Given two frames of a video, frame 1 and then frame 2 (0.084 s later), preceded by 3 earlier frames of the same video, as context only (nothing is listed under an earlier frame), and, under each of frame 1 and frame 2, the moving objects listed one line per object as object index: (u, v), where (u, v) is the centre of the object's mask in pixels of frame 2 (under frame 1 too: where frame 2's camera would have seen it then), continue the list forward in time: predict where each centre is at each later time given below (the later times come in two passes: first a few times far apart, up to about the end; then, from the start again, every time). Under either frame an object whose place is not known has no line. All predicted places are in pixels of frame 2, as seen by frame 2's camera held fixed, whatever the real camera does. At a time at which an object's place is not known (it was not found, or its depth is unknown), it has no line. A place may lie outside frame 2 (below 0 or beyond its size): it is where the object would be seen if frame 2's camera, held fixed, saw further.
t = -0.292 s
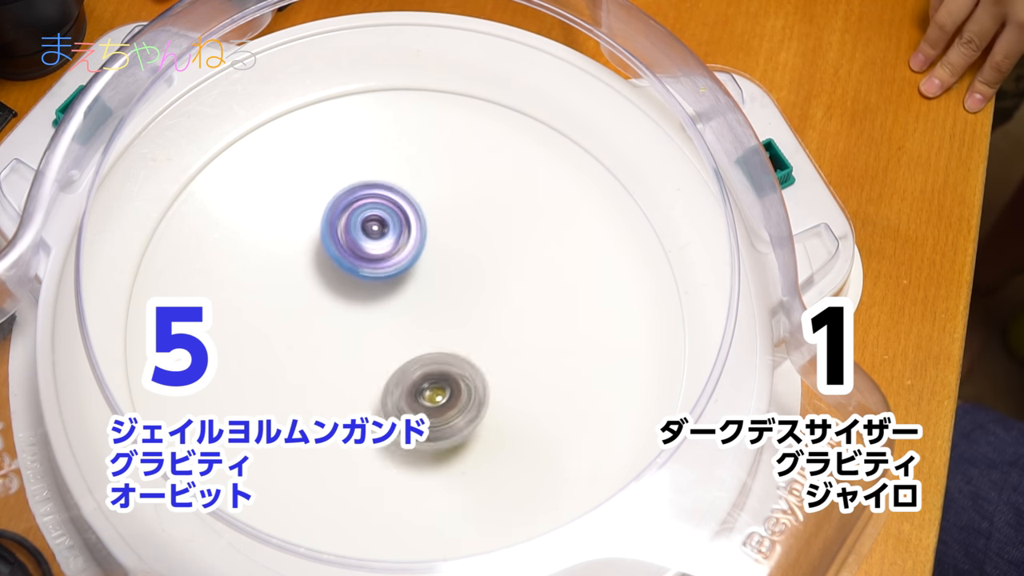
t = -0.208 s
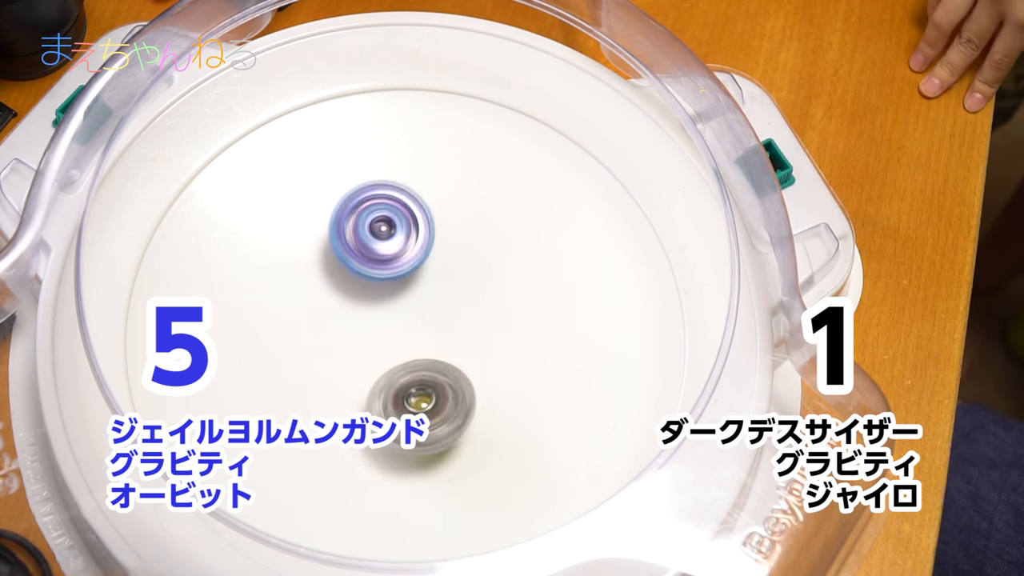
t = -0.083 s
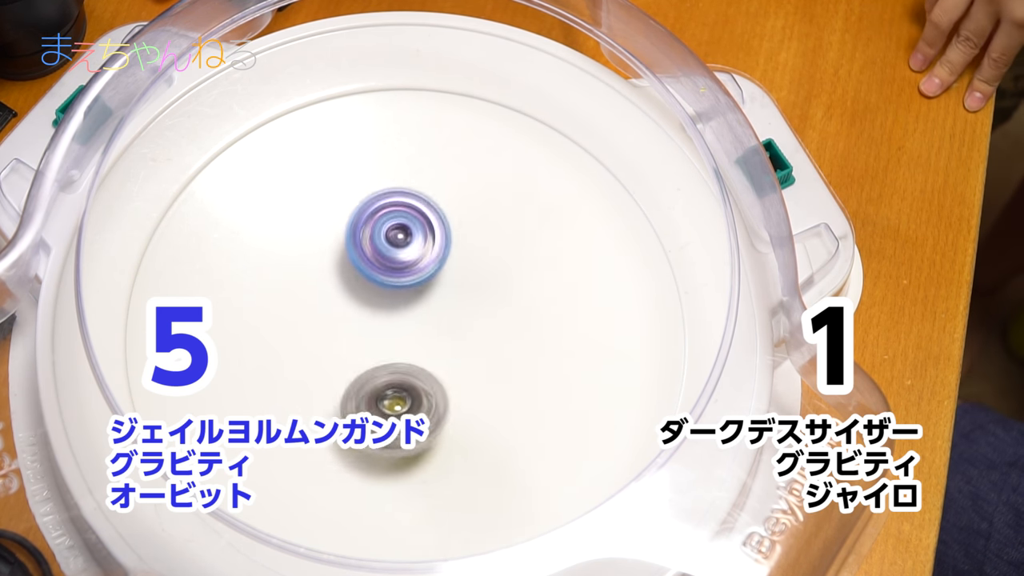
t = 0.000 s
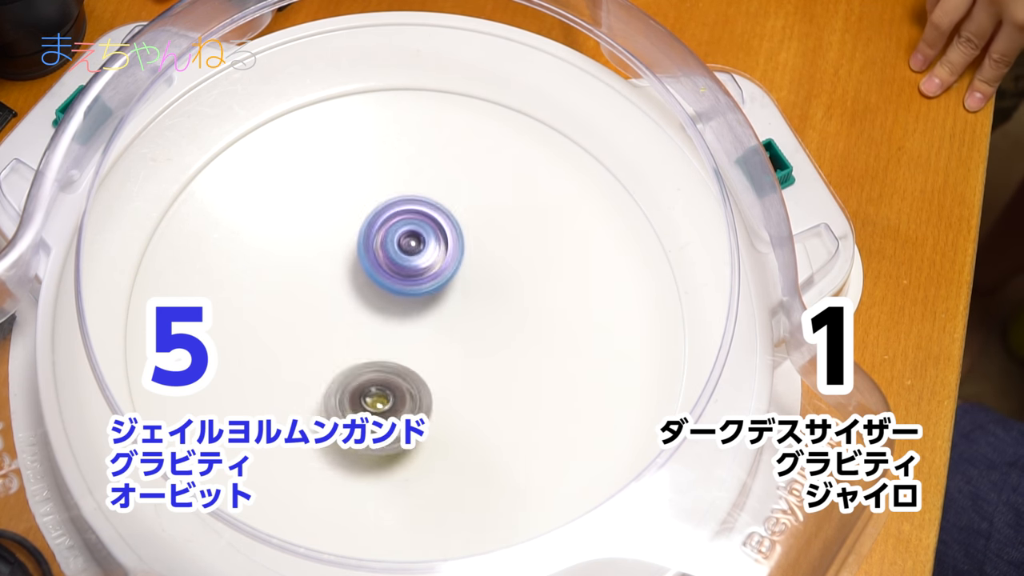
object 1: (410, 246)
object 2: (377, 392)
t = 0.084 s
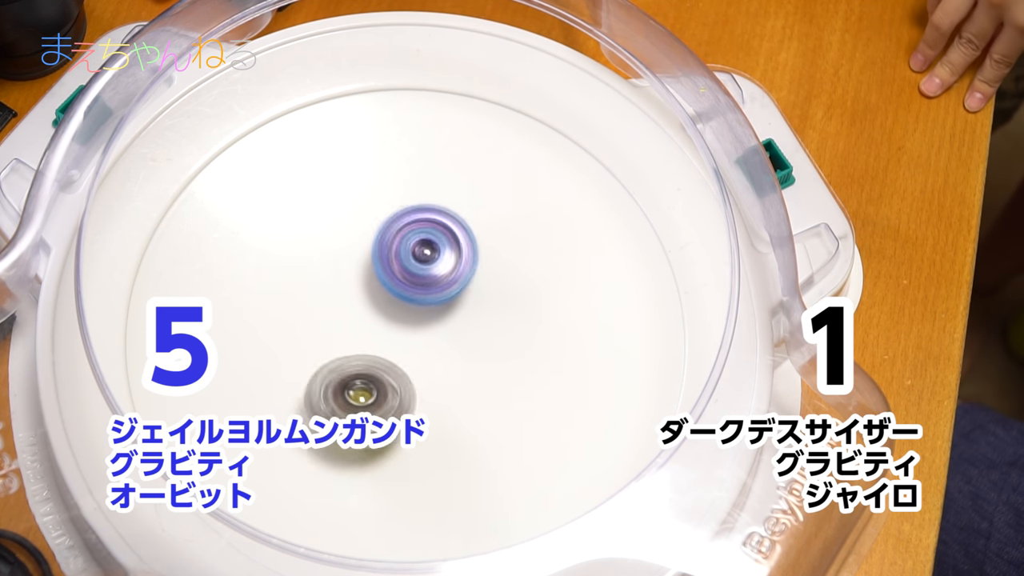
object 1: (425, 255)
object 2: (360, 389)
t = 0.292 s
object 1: (452, 279)
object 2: (328, 374)
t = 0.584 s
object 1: (470, 316)
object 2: (321, 327)
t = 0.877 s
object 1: (454, 358)
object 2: (340, 281)
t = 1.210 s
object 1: (416, 390)
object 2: (403, 257)
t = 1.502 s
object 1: (373, 384)
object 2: (455, 278)
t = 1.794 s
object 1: (343, 361)
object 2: (474, 318)
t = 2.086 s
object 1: (334, 318)
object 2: (464, 360)
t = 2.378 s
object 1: (337, 286)
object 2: (418, 382)
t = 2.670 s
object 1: (367, 272)
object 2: (353, 373)
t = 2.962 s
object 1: (410, 266)
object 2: (317, 356)
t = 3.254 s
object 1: (452, 288)
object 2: (325, 320)
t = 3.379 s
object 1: (464, 300)
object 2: (339, 306)
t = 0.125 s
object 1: (431, 259)
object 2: (351, 387)
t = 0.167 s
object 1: (437, 264)
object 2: (343, 384)
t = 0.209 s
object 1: (443, 269)
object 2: (337, 382)
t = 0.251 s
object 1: (448, 274)
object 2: (332, 378)
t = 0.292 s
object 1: (452, 279)
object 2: (328, 374)
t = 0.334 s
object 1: (457, 284)
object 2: (325, 370)
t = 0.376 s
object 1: (460, 290)
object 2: (323, 365)
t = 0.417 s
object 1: (463, 295)
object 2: (321, 359)
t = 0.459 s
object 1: (466, 300)
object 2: (320, 352)
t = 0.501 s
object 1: (468, 305)
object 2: (320, 344)
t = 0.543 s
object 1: (470, 310)
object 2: (319, 336)
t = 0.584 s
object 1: (470, 316)
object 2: (321, 327)
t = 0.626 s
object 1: (470, 322)
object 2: (323, 319)
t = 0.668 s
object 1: (469, 328)
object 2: (325, 311)
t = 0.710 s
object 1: (467, 334)
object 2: (326, 304)
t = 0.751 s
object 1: (465, 339)
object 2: (329, 298)
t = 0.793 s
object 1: (463, 345)
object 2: (332, 292)
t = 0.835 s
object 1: (459, 351)
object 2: (336, 286)
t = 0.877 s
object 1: (454, 358)
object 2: (340, 281)
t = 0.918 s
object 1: (449, 364)
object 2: (345, 275)
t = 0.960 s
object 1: (444, 370)
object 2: (353, 270)
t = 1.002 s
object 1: (439, 375)
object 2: (361, 266)
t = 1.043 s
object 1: (434, 380)
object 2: (369, 263)
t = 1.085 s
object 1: (429, 383)
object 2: (378, 261)
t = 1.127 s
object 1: (425, 386)
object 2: (386, 259)
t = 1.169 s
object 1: (421, 389)
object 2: (394, 258)
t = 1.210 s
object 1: (416, 390)
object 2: (403, 257)
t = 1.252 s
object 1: (410, 390)
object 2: (411, 257)
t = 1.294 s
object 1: (404, 389)
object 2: (420, 258)
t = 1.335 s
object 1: (398, 388)
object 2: (431, 260)
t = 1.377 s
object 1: (391, 387)
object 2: (439, 264)
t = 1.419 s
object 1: (385, 386)
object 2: (445, 268)
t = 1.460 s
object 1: (379, 385)
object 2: (450, 271)
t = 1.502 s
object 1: (373, 384)
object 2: (455, 278)
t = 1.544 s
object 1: (368, 382)
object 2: (458, 283)
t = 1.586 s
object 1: (363, 380)
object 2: (462, 289)
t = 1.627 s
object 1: (358, 378)
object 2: (466, 294)
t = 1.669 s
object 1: (354, 374)
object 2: (469, 300)
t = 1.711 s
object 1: (350, 371)
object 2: (472, 306)
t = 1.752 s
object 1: (346, 366)
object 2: (473, 312)
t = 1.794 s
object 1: (343, 361)
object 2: (474, 318)
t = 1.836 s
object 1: (341, 355)
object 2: (476, 324)
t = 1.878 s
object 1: (338, 349)
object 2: (475, 331)
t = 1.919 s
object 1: (337, 343)
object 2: (474, 338)
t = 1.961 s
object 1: (336, 337)
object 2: (473, 344)
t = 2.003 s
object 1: (335, 331)
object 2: (471, 350)
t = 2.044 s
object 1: (334, 325)
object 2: (468, 356)
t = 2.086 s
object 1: (334, 318)
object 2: (464, 360)
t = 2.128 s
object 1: (334, 312)
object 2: (461, 364)
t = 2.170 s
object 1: (333, 306)
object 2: (455, 369)
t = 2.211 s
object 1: (333, 301)
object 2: (449, 374)
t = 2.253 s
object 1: (333, 296)
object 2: (443, 377)
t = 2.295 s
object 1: (333, 293)
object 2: (436, 379)
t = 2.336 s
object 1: (335, 289)
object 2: (427, 381)
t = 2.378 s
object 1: (337, 286)
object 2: (418, 382)
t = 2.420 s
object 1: (340, 282)
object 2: (410, 382)
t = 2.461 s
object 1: (344, 280)
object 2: (400, 381)
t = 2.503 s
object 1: (348, 277)
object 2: (391, 381)
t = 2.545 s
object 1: (352, 276)
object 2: (381, 380)
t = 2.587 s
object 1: (357, 274)
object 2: (372, 378)
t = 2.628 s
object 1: (362, 273)
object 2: (362, 376)
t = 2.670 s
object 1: (367, 272)
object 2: (353, 373)
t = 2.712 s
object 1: (372, 272)
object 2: (345, 370)
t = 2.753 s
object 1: (378, 270)
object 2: (337, 369)
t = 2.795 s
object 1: (385, 267)
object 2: (330, 369)
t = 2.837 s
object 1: (392, 266)
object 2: (325, 367)
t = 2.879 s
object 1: (398, 265)
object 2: (321, 363)
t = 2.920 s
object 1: (404, 266)
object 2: (319, 360)
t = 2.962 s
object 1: (410, 266)
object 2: (317, 356)
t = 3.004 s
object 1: (416, 268)
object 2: (316, 351)
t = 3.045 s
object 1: (423, 271)
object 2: (315, 346)
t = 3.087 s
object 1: (429, 274)
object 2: (315, 341)
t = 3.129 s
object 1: (436, 278)
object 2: (317, 337)
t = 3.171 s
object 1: (442, 281)
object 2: (320, 330)
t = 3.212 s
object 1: (447, 285)
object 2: (322, 326)
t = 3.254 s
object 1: (452, 288)
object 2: (325, 320)
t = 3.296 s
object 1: (457, 292)
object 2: (329, 315)
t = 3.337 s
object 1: (460, 296)
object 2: (334, 310)
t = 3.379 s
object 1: (464, 300)
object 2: (339, 306)
